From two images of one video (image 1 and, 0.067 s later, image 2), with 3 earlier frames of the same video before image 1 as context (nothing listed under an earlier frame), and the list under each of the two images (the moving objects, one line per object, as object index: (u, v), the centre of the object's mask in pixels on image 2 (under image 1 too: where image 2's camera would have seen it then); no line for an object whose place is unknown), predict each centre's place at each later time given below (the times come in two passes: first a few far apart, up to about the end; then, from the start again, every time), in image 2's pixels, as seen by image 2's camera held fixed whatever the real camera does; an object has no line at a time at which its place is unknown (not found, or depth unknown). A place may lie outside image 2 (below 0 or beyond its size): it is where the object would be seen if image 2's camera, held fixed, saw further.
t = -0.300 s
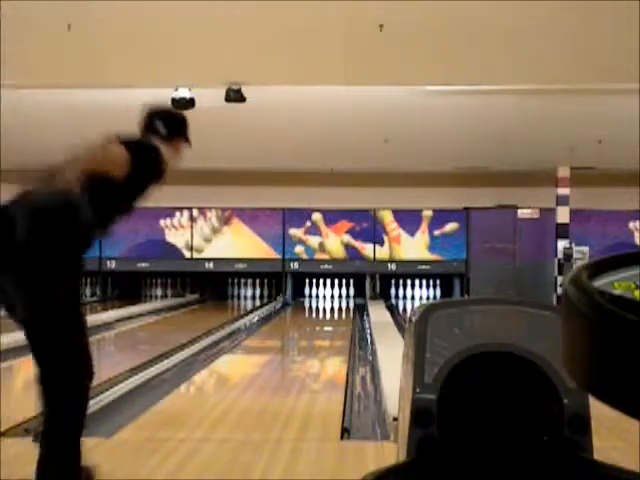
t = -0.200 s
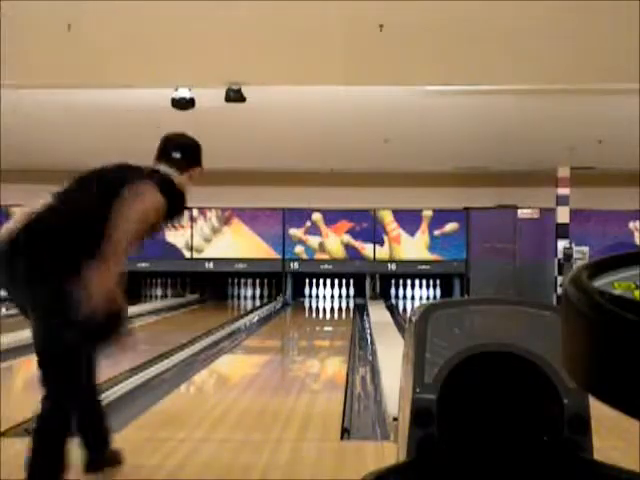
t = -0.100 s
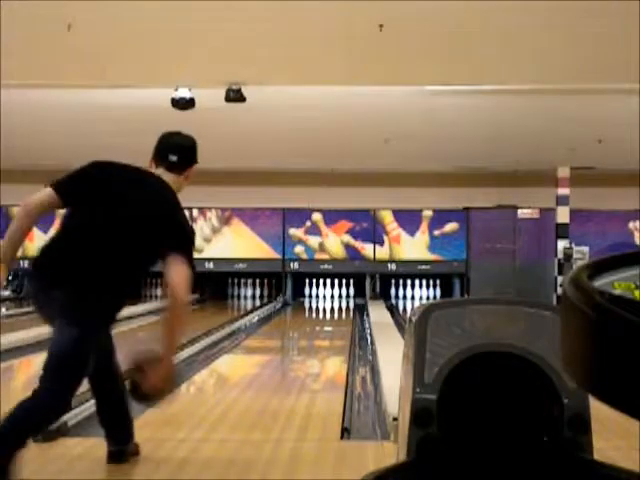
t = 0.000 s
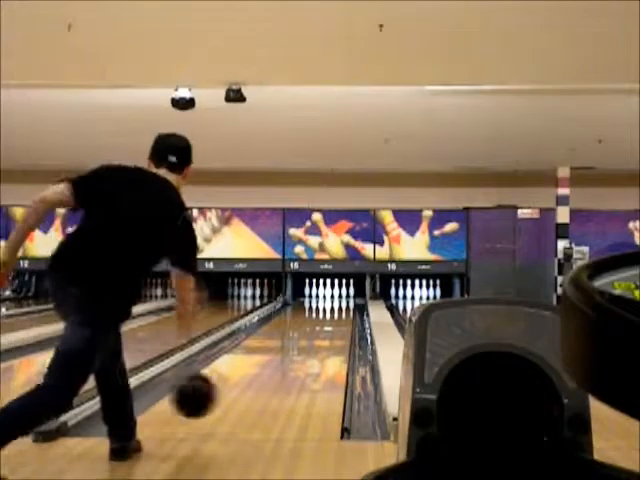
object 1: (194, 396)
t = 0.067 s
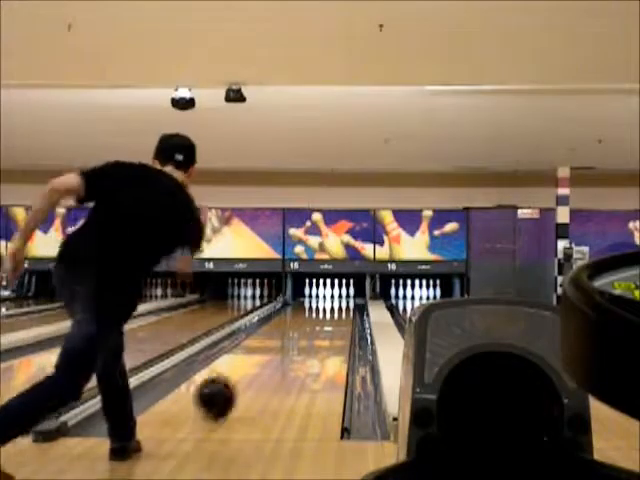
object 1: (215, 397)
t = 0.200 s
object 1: (249, 376)
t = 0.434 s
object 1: (286, 350)
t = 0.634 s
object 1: (306, 338)
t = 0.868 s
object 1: (322, 325)
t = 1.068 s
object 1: (332, 317)
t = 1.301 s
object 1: (340, 310)
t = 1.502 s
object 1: (342, 306)
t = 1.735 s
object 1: (342, 302)
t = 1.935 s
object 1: (340, 299)
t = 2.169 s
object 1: (335, 296)
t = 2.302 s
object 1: (333, 294)
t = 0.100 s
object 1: (225, 389)
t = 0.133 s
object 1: (233, 384)
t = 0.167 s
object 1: (241, 380)
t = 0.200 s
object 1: (249, 376)
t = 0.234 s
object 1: (255, 371)
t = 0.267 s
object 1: (261, 367)
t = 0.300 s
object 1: (267, 364)
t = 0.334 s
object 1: (272, 359)
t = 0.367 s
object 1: (277, 356)
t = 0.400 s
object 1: (282, 353)
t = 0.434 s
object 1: (286, 350)
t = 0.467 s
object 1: (290, 347)
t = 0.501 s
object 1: (294, 344)
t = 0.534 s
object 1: (297, 342)
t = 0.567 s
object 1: (300, 340)
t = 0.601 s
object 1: (304, 338)
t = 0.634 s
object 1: (306, 338)
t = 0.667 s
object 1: (309, 335)
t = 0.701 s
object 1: (312, 333)
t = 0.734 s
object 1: (314, 331)
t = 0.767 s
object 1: (316, 330)
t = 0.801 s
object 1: (318, 328)
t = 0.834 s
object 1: (320, 327)
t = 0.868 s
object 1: (322, 325)
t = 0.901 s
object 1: (324, 323)
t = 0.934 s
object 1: (326, 322)
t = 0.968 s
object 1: (328, 320)
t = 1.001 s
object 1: (328, 320)
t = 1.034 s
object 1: (331, 318)
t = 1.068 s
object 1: (332, 317)
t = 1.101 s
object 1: (332, 316)
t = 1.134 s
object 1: (334, 315)
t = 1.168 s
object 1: (336, 314)
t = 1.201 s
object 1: (337, 313)
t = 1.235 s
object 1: (338, 312)
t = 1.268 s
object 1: (339, 311)
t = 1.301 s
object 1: (340, 310)
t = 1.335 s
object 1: (340, 310)
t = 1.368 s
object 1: (341, 309)
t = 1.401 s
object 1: (341, 308)
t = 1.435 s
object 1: (341, 307)
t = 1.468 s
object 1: (343, 307)
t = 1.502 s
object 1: (342, 306)
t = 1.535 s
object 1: (342, 306)
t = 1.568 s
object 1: (342, 304)
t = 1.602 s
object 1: (343, 305)
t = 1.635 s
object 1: (343, 304)
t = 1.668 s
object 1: (343, 304)
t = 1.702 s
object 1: (343, 302)
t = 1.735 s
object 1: (342, 302)
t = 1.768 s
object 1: (342, 302)
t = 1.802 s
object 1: (342, 301)
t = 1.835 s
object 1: (342, 301)
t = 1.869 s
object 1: (341, 300)
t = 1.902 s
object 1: (342, 300)
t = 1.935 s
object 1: (340, 299)
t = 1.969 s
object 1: (339, 298)
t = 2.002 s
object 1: (338, 297)
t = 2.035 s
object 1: (337, 297)
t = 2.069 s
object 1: (337, 297)
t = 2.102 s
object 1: (336, 297)
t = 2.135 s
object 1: (336, 296)
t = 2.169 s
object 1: (335, 296)
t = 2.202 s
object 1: (335, 296)
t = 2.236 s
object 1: (334, 296)
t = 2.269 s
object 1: (333, 294)
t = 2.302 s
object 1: (333, 294)
